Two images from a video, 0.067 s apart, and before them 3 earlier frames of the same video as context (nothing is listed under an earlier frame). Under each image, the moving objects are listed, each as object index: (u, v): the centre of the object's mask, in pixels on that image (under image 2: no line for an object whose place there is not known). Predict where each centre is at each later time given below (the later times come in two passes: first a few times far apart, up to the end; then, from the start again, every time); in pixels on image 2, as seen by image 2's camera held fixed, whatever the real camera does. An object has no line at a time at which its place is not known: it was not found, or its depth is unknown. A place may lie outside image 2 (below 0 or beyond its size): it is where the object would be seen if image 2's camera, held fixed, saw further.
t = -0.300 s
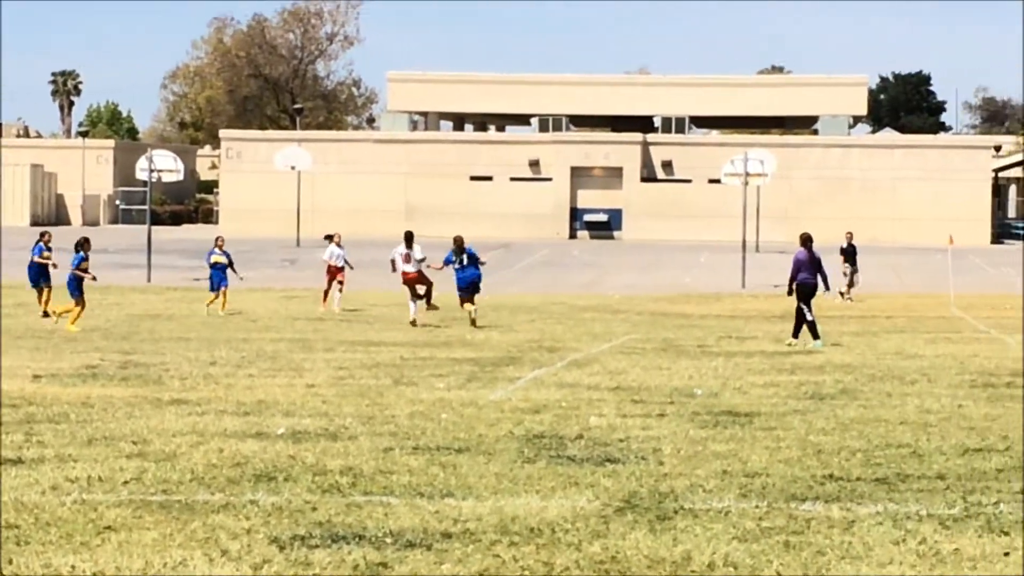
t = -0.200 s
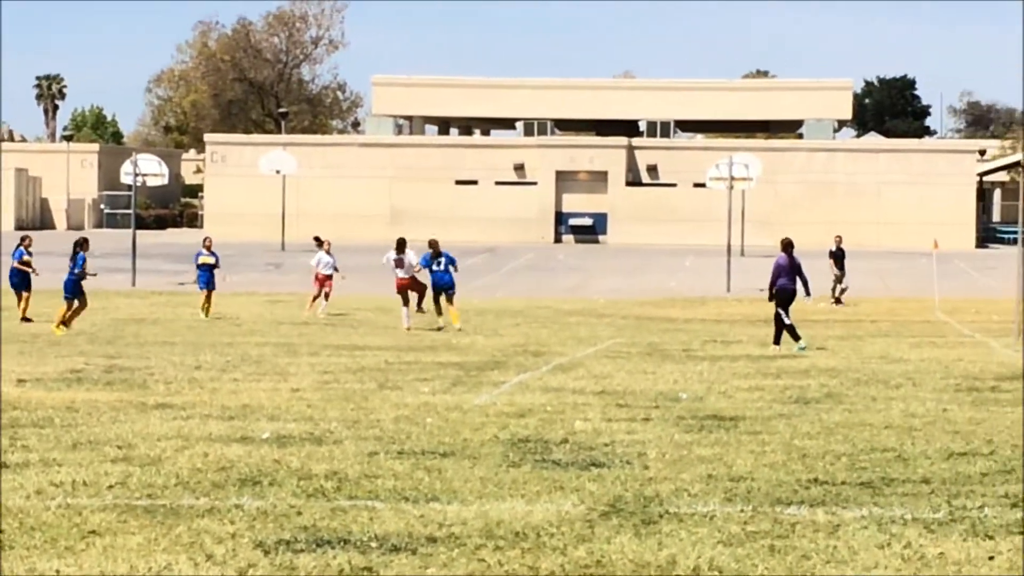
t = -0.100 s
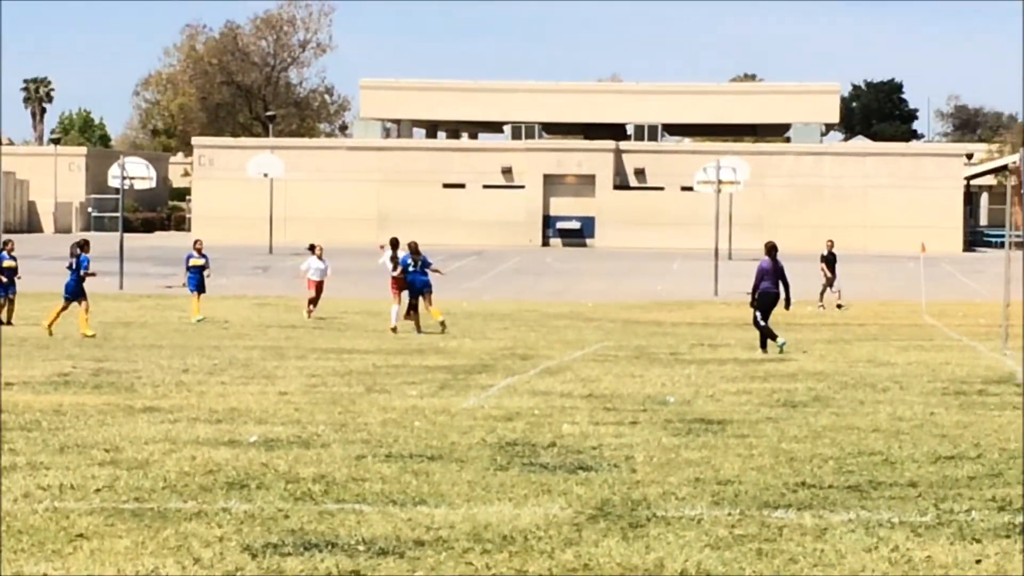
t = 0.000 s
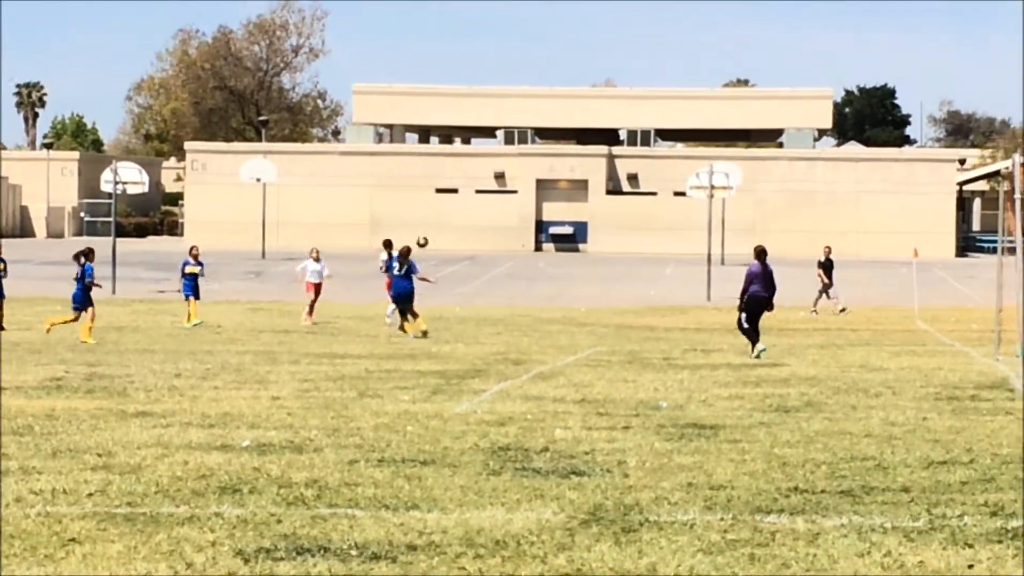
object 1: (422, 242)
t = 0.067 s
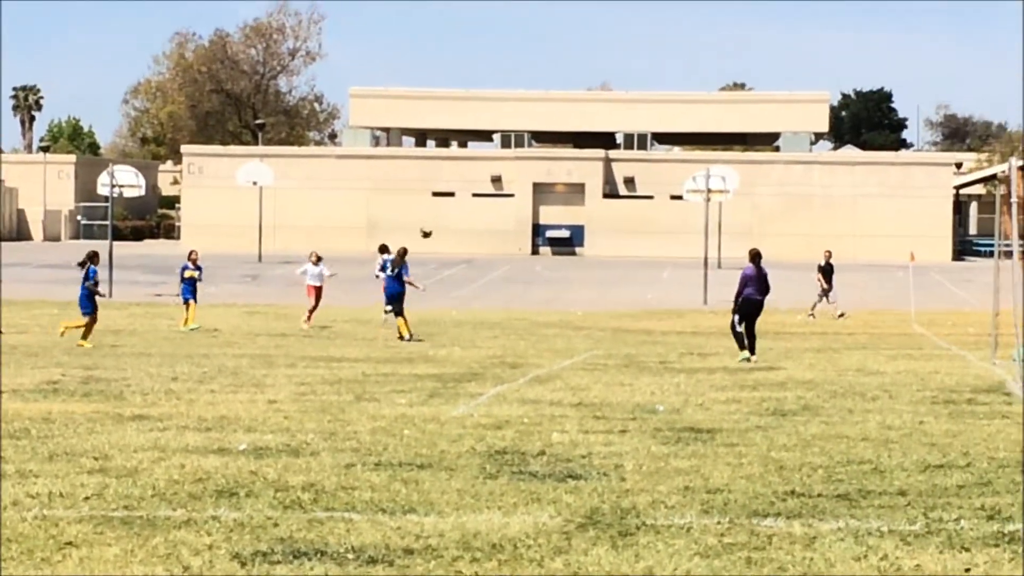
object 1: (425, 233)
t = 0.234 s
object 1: (444, 212)
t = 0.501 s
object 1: (471, 212)
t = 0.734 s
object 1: (494, 244)
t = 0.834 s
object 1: (504, 266)
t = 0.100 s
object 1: (429, 227)
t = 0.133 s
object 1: (433, 223)
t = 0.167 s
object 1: (436, 218)
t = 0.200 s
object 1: (440, 214)
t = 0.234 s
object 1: (444, 212)
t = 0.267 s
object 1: (447, 210)
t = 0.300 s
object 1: (450, 208)
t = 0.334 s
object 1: (454, 207)
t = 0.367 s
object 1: (457, 206)
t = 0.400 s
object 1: (461, 207)
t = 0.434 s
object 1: (464, 207)
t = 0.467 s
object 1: (467, 209)
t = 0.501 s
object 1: (471, 212)
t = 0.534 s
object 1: (474, 215)
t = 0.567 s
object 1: (477, 219)
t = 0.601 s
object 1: (481, 222)
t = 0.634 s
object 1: (484, 227)
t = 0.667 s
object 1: (488, 232)
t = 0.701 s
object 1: (491, 238)
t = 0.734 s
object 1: (494, 244)
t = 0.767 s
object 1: (498, 253)
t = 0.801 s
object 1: (501, 259)
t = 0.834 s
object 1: (504, 266)
